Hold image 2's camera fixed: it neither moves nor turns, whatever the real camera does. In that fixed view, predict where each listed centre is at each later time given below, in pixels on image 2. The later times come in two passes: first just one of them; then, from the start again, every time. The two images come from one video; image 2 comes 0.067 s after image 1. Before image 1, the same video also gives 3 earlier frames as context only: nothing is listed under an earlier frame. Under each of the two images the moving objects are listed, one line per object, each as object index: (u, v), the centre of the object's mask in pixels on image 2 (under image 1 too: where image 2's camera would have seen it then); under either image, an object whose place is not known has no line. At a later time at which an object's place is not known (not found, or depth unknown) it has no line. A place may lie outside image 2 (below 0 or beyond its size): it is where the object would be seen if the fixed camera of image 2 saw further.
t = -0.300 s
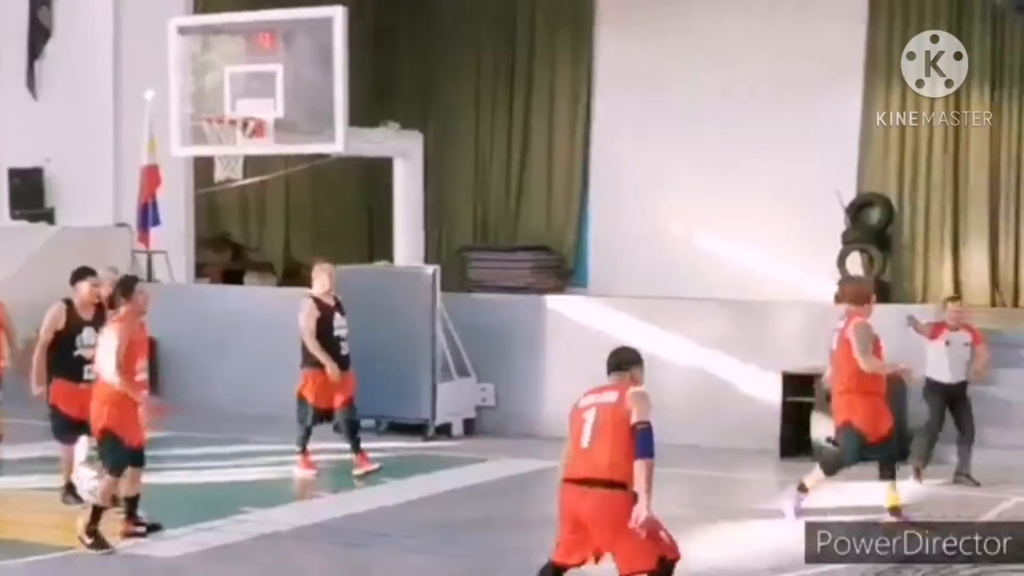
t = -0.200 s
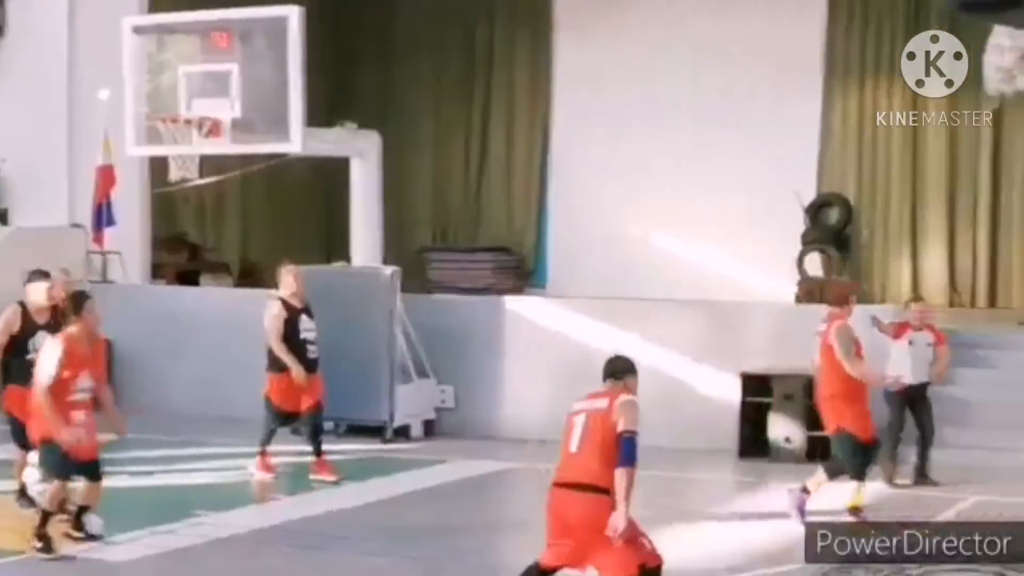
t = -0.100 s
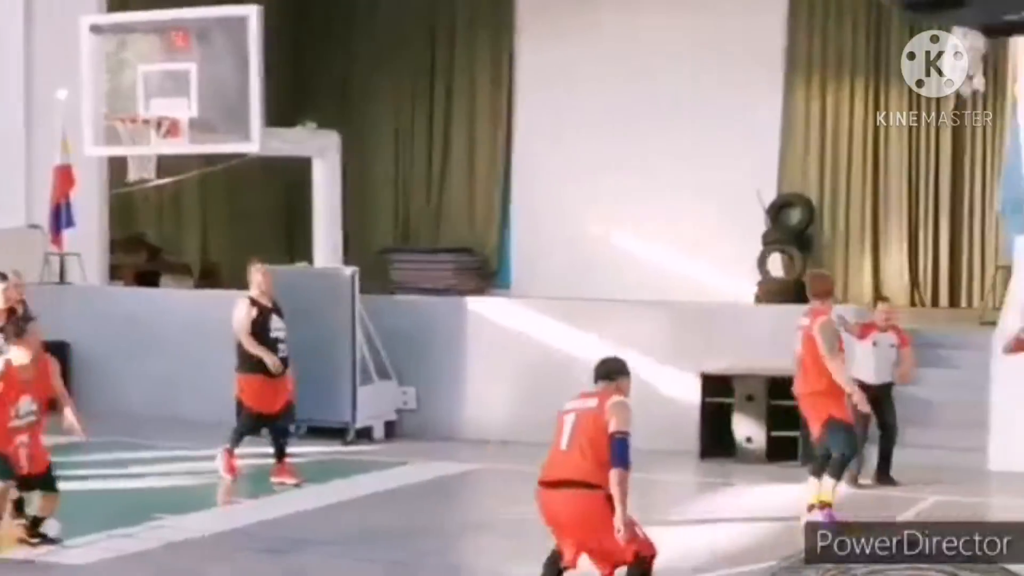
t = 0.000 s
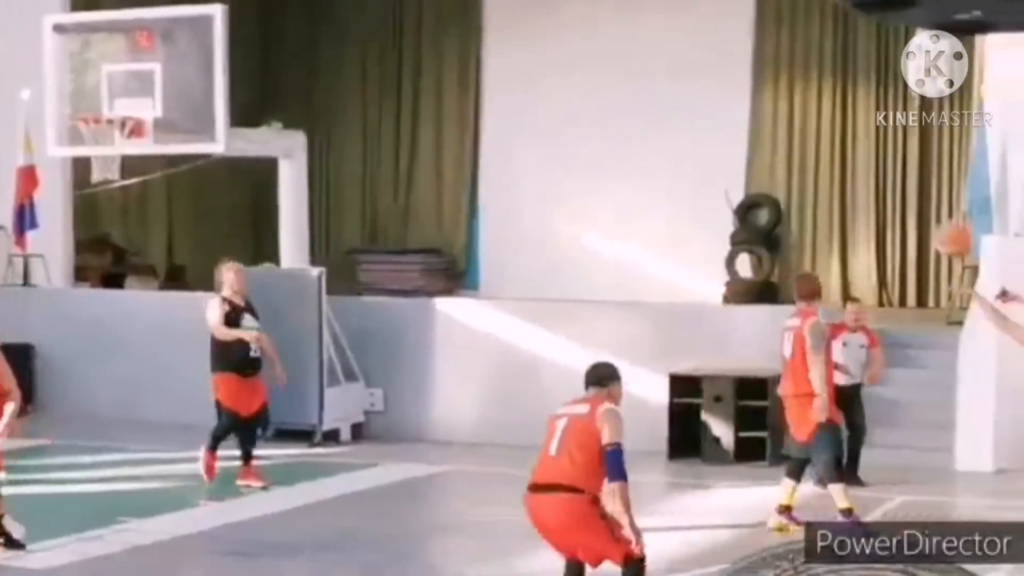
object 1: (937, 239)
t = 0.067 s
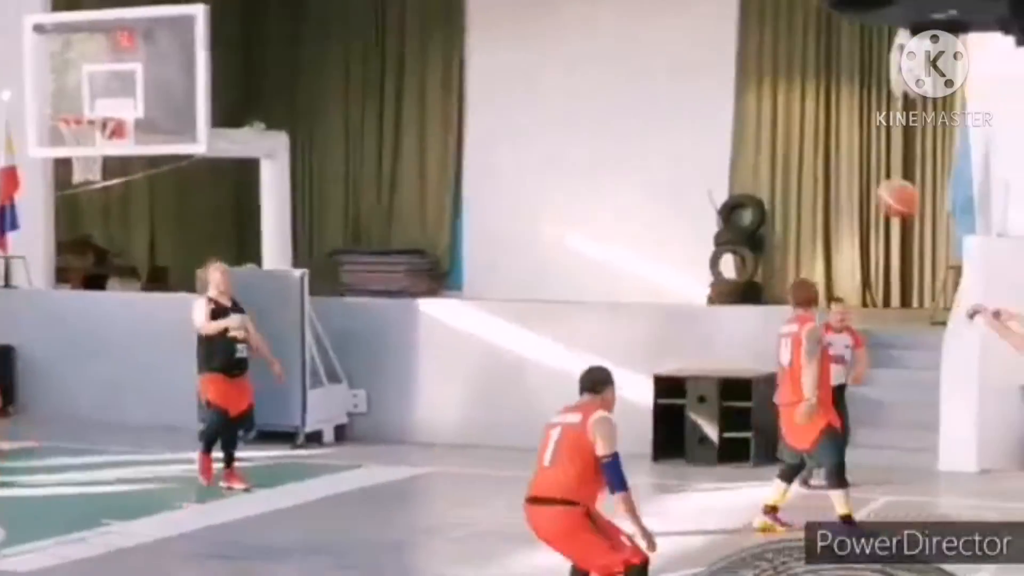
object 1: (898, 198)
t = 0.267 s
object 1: (780, 119)
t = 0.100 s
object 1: (879, 180)
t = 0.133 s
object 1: (860, 164)
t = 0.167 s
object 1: (840, 150)
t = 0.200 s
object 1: (819, 137)
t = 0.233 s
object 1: (801, 127)
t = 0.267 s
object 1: (780, 119)
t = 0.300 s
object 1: (761, 111)
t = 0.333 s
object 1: (746, 106)
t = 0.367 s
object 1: (727, 103)
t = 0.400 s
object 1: (708, 101)
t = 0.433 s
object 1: (690, 100)
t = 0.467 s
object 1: (673, 102)
